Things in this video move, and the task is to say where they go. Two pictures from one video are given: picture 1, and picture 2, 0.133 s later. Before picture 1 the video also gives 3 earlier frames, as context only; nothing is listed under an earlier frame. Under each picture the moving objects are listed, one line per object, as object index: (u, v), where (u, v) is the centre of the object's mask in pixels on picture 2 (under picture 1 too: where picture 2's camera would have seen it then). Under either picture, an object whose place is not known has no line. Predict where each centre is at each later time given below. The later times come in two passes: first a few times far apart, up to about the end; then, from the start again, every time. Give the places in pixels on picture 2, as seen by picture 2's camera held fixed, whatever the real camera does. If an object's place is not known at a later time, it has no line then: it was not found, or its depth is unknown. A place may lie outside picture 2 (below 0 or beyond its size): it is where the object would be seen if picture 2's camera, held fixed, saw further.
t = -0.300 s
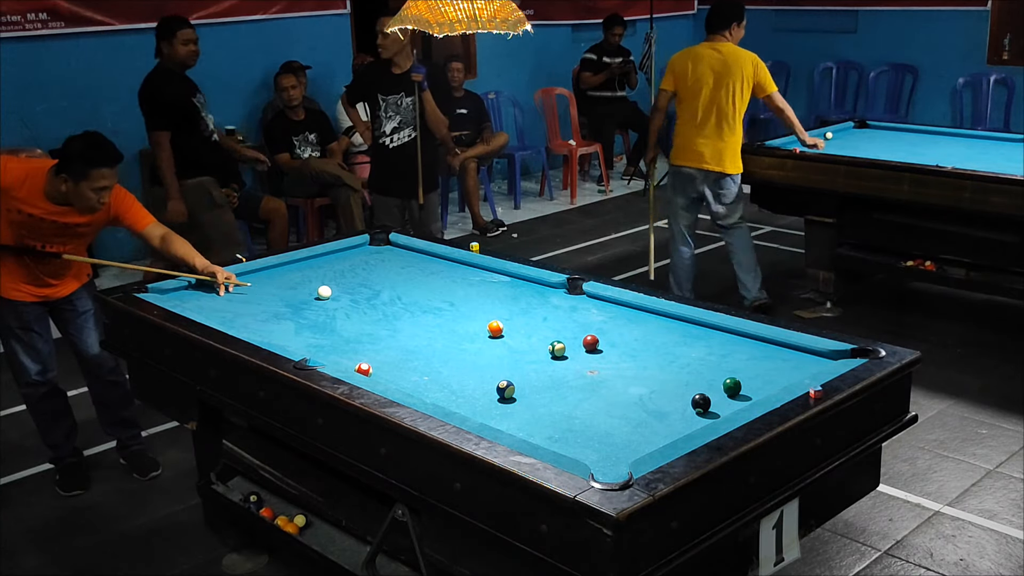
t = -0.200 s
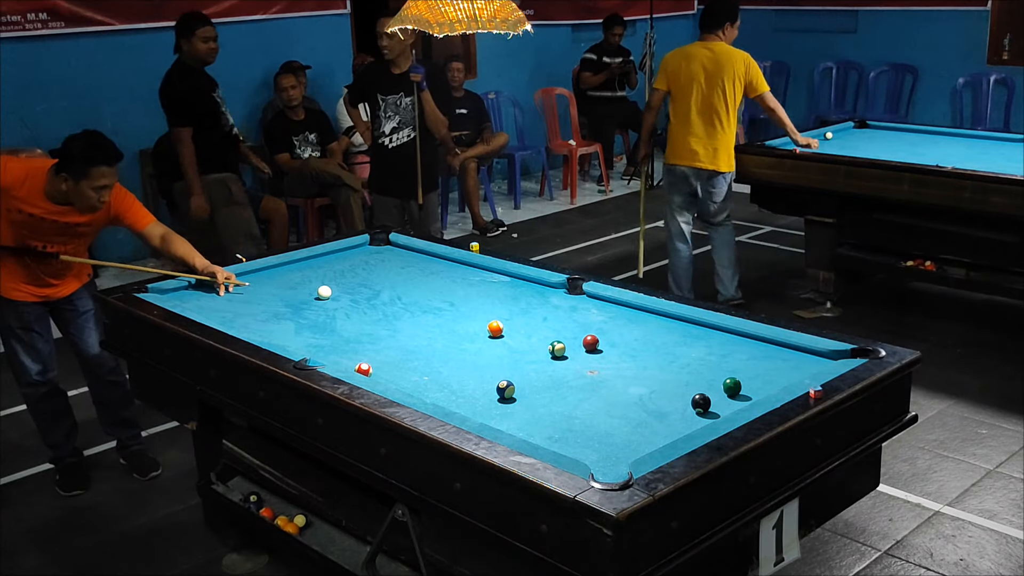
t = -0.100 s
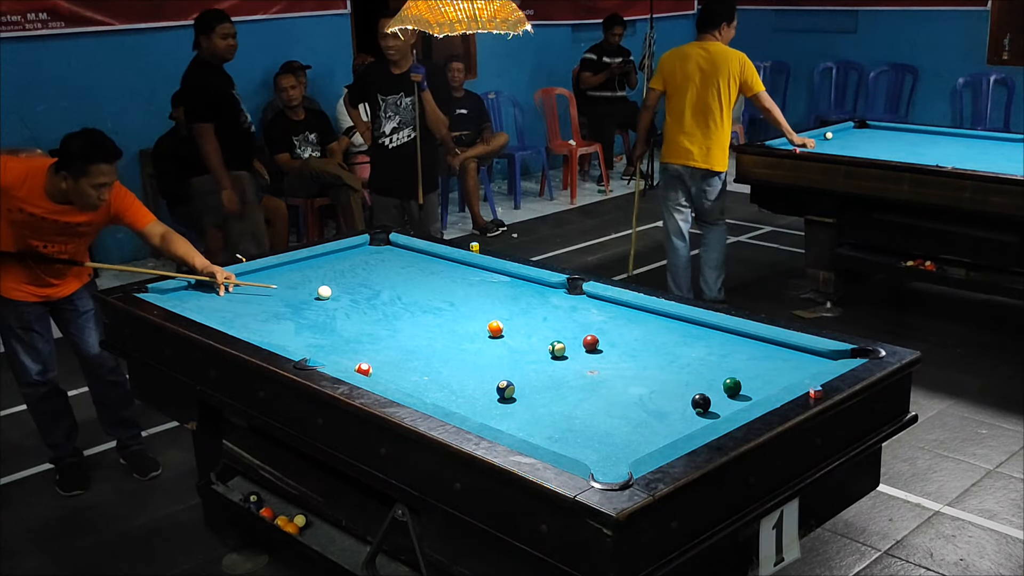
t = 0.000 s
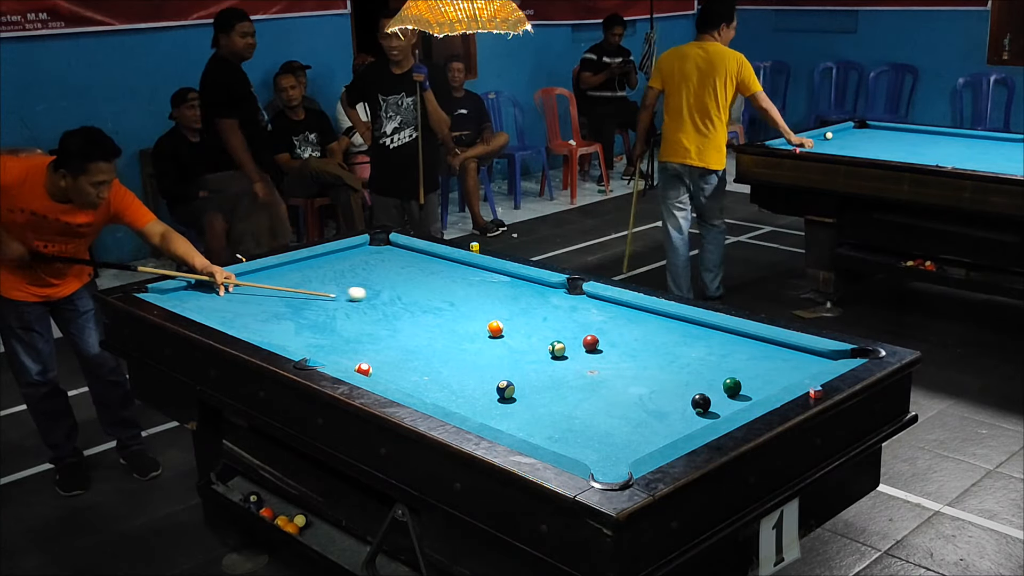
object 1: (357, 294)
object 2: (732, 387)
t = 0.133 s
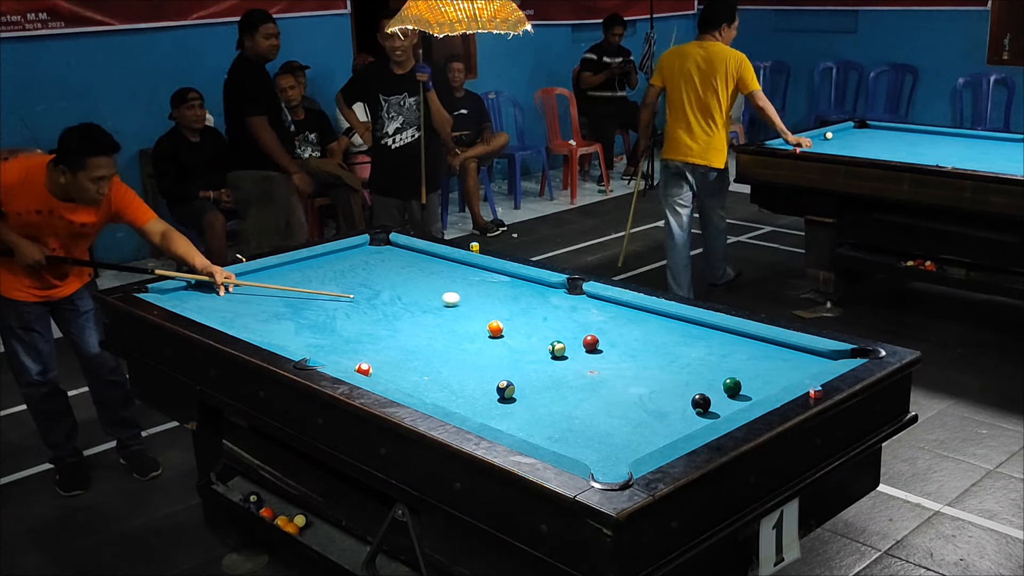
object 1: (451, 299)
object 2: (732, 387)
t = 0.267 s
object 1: (536, 304)
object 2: (732, 387)
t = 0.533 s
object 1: (682, 329)
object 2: (732, 387)
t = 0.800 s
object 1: (774, 384)
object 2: (732, 387)
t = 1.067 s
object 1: (726, 369)
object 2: (631, 395)
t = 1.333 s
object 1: (696, 353)
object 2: (526, 404)
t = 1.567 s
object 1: (674, 342)
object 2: (463, 404)
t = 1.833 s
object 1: (651, 331)
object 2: (480, 378)
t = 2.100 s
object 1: (633, 321)
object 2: (495, 357)
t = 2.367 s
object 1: (617, 312)
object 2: (508, 338)
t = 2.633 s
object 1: (605, 305)
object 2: (520, 322)
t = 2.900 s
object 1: (594, 298)
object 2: (530, 308)
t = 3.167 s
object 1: (583, 295)
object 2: (539, 295)
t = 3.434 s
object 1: (573, 294)
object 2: (548, 285)
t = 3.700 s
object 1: (566, 294)
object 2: (529, 289)
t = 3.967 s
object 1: (561, 294)
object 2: (512, 293)
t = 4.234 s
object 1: (559, 294)
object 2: (496, 297)
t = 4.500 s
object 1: (559, 294)
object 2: (483, 300)
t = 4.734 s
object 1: (559, 294)
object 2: (473, 303)
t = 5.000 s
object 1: (559, 294)
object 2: (463, 305)
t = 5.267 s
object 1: (559, 294)
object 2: (456, 307)
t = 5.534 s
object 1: (559, 294)
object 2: (450, 309)
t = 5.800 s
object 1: (559, 294)
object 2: (447, 311)
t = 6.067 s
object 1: (559, 294)
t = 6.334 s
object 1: (559, 294)
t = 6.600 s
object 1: (559, 294)
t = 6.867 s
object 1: (559, 294)
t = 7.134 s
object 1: (559, 294)
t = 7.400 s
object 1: (559, 294)
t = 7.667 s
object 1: (559, 294)
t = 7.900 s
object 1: (559, 294)
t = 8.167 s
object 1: (559, 294)
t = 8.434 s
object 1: (559, 294)
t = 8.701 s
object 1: (559, 294)
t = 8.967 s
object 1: (559, 294)
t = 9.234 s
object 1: (559, 294)
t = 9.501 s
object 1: (559, 294)
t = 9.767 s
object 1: (559, 294)
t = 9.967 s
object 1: (559, 294)
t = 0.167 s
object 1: (472, 300)
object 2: (732, 387)
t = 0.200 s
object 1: (493, 302)
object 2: (732, 387)
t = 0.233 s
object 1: (514, 303)
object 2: (732, 387)
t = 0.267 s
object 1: (536, 304)
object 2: (732, 387)
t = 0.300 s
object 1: (557, 306)
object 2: (732, 387)
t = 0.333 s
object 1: (579, 307)
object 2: (732, 387)
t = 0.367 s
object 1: (601, 308)
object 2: (732, 387)
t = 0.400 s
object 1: (623, 310)
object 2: (732, 387)
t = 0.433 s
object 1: (646, 311)
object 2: (732, 387)
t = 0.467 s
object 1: (661, 315)
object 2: (732, 387)
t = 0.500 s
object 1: (671, 322)
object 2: (732, 387)
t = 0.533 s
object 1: (682, 329)
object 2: (732, 387)
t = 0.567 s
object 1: (693, 336)
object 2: (732, 387)
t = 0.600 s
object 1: (705, 342)
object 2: (732, 387)
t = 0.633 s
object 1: (717, 350)
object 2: (732, 387)
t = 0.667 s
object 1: (729, 357)
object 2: (732, 387)
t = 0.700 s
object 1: (742, 365)
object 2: (732, 387)
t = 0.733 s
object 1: (756, 372)
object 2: (732, 387)
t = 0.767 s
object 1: (770, 381)
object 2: (732, 387)
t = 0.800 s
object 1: (774, 384)
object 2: (732, 387)
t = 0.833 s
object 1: (750, 382)
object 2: (731, 387)
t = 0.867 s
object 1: (748, 378)
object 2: (714, 388)
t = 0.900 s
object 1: (746, 377)
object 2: (698, 387)
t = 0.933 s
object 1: (743, 377)
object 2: (684, 391)
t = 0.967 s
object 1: (739, 375)
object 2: (671, 392)
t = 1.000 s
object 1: (734, 373)
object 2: (658, 393)
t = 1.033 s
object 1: (730, 371)
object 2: (644, 394)
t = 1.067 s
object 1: (726, 369)
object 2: (631, 395)
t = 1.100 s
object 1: (722, 367)
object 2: (618, 396)
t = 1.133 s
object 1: (718, 365)
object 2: (605, 397)
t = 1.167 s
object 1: (714, 363)
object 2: (592, 398)
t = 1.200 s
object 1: (711, 361)
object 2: (578, 400)
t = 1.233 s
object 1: (707, 359)
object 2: (565, 401)
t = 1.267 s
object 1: (703, 357)
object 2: (552, 402)
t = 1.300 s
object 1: (699, 355)
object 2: (539, 403)
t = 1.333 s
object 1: (696, 353)
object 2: (526, 404)
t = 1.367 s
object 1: (692, 352)
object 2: (513, 405)
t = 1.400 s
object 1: (689, 350)
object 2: (500, 406)
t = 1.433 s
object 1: (686, 349)
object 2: (487, 408)
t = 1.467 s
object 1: (683, 347)
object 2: (474, 408)
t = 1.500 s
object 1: (679, 345)
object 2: (462, 408)
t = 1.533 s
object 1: (676, 344)
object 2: (460, 405)
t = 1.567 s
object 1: (674, 342)
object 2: (463, 404)
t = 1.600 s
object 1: (670, 341)
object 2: (465, 401)
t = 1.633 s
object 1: (668, 339)
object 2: (467, 397)
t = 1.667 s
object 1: (665, 338)
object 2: (469, 394)
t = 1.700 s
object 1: (662, 336)
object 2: (472, 391)
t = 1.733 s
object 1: (659, 335)
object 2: (474, 387)
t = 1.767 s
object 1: (656, 333)
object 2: (476, 384)
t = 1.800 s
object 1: (654, 332)
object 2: (478, 381)
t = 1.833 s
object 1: (651, 331)
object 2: (480, 378)
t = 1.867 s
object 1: (649, 329)
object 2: (482, 375)
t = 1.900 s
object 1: (646, 328)
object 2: (484, 373)
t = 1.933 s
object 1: (644, 327)
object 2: (486, 370)
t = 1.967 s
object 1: (641, 326)
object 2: (488, 367)
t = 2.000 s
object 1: (639, 324)
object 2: (490, 364)
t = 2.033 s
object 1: (637, 323)
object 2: (492, 362)
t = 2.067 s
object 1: (635, 322)
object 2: (493, 359)
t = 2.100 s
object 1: (633, 321)
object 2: (495, 357)
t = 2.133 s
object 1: (631, 320)
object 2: (497, 354)
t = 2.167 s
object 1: (629, 318)
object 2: (499, 351)
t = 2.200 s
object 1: (627, 317)
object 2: (500, 350)
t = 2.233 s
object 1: (625, 316)
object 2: (502, 347)
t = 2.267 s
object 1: (623, 315)
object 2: (504, 345)
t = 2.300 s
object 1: (621, 314)
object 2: (505, 342)
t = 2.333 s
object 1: (619, 313)
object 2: (507, 340)
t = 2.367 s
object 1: (617, 312)
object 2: (508, 338)
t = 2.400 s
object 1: (616, 311)
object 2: (510, 336)
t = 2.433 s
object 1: (614, 310)
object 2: (511, 333)
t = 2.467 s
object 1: (612, 309)
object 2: (513, 332)
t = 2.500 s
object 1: (610, 308)
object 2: (514, 329)
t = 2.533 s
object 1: (609, 307)
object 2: (516, 327)
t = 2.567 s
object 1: (607, 306)
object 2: (517, 325)
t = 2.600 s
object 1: (606, 305)
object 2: (518, 324)
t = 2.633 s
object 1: (605, 305)
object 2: (520, 322)
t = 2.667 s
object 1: (603, 304)
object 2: (521, 320)
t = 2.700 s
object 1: (602, 303)
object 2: (522, 318)
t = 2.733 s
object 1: (600, 302)
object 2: (524, 316)
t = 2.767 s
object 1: (599, 301)
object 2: (525, 315)
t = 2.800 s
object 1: (598, 300)
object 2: (526, 313)
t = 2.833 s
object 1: (597, 299)
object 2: (527, 311)
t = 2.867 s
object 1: (595, 298)
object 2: (529, 309)
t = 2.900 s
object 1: (594, 298)
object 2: (530, 308)
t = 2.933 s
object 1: (593, 297)
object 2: (531, 306)
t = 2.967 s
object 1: (592, 296)
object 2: (532, 304)
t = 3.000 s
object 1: (590, 296)
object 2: (533, 303)
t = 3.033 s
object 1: (589, 296)
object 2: (534, 302)
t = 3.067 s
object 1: (587, 296)
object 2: (535, 300)
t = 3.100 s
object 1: (586, 296)
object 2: (536, 299)
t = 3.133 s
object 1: (584, 295)
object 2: (537, 297)
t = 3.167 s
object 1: (583, 295)
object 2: (539, 295)
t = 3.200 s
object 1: (582, 295)
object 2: (540, 294)
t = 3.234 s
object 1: (581, 295)
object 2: (541, 293)
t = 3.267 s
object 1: (580, 295)
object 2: (542, 292)
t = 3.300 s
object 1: (578, 295)
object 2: (543, 290)
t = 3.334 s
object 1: (577, 295)
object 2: (544, 289)
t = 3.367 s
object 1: (576, 295)
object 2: (545, 288)
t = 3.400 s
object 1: (575, 295)
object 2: (546, 286)
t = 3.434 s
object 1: (573, 294)
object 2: (548, 285)
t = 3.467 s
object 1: (572, 294)
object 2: (545, 285)
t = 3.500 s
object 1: (571, 294)
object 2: (543, 286)
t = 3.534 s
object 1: (570, 294)
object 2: (541, 286)
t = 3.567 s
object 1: (569, 294)
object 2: (538, 287)
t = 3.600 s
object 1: (568, 294)
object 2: (536, 288)
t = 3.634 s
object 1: (567, 294)
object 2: (534, 288)
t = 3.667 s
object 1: (566, 294)
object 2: (531, 289)
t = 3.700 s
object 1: (566, 294)
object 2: (529, 289)
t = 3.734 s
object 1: (565, 294)
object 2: (526, 289)
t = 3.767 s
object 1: (564, 294)
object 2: (524, 290)
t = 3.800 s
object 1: (563, 294)
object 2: (522, 290)
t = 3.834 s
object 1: (563, 294)
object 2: (520, 291)
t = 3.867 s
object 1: (562, 294)
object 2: (518, 291)
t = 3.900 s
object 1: (562, 294)
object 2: (516, 292)
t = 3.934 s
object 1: (561, 294)
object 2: (514, 292)
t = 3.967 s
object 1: (561, 294)
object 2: (512, 293)
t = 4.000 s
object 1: (560, 294)
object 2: (510, 293)
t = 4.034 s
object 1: (560, 294)
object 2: (508, 294)
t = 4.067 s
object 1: (560, 294)
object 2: (506, 294)
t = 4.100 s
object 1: (560, 294)
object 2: (504, 295)
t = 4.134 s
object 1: (560, 294)
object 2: (502, 295)
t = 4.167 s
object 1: (559, 294)
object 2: (500, 296)
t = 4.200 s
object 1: (559, 294)
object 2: (498, 296)
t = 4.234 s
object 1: (559, 294)
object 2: (496, 297)
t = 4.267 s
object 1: (559, 294)
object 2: (495, 297)
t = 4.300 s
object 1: (559, 294)
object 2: (493, 297)
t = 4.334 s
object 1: (559, 294)
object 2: (491, 298)
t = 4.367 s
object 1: (559, 294)
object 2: (490, 298)
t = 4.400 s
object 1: (559, 294)
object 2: (488, 299)
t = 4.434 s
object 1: (559, 294)
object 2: (486, 299)
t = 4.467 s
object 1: (559, 294)
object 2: (485, 300)
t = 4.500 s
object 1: (559, 294)
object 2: (483, 300)
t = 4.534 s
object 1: (559, 294)
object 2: (482, 301)
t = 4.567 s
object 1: (559, 294)
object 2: (480, 301)
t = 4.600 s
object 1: (559, 294)
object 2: (479, 301)
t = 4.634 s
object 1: (559, 294)
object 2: (477, 301)
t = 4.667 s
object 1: (559, 294)
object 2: (476, 302)
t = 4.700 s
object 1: (559, 294)
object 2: (474, 302)
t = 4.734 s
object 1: (559, 294)
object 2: (473, 303)
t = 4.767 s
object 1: (559, 294)
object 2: (472, 303)
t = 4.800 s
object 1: (559, 294)
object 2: (470, 303)
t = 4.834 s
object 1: (559, 294)
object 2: (469, 303)
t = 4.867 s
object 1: (559, 294)
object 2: (468, 304)
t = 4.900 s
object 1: (559, 294)
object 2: (467, 304)
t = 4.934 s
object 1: (559, 294)
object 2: (466, 305)
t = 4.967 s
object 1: (559, 294)
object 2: (464, 305)
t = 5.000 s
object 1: (559, 294)
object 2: (463, 305)
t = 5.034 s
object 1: (559, 294)
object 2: (462, 305)
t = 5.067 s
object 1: (559, 294)
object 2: (461, 306)
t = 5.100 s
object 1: (559, 294)
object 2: (460, 306)
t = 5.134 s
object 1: (559, 294)
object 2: (460, 306)
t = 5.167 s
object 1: (559, 294)
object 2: (459, 306)
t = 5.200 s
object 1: (559, 294)
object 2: (458, 307)
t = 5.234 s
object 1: (559, 294)
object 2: (457, 307)
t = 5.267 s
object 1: (559, 294)
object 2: (456, 307)
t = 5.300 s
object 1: (559, 294)
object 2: (455, 308)
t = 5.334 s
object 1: (559, 294)
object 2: (455, 308)
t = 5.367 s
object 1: (559, 294)
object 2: (454, 308)
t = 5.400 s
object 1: (559, 294)
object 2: (453, 308)
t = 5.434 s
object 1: (559, 294)
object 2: (452, 309)
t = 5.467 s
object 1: (559, 294)
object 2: (452, 309)
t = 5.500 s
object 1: (559, 294)
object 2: (451, 309)
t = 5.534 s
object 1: (559, 294)
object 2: (450, 309)
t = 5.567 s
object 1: (559, 294)
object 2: (450, 309)
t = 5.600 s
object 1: (559, 294)
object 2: (449, 310)
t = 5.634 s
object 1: (559, 294)
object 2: (449, 310)
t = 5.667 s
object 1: (559, 294)
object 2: (448, 310)
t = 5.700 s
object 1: (559, 294)
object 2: (448, 310)
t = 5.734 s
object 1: (559, 294)
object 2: (447, 310)
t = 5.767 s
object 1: (559, 294)
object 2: (447, 310)
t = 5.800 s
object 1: (559, 294)
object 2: (447, 311)
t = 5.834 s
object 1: (559, 294)
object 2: (446, 311)
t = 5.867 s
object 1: (559, 294)
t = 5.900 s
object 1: (559, 294)
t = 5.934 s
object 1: (559, 294)
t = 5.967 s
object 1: (559, 294)
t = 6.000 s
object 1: (559, 294)
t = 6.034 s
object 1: (559, 294)
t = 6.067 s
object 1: (559, 294)
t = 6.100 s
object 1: (559, 294)
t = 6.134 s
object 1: (559, 294)
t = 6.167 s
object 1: (559, 294)
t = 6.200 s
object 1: (559, 294)
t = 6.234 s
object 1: (559, 294)
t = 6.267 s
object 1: (559, 294)
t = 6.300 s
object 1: (559, 294)
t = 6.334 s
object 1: (559, 294)
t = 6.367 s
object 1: (559, 294)
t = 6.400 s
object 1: (559, 294)
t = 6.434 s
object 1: (559, 294)
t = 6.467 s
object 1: (559, 294)
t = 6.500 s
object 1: (559, 294)
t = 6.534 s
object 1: (559, 294)
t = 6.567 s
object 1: (559, 294)
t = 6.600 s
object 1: (559, 294)
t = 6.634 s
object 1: (559, 294)
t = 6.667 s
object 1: (559, 294)
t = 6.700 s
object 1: (559, 294)
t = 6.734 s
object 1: (559, 294)
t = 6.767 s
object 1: (559, 294)
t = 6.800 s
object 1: (559, 294)
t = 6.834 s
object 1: (559, 294)
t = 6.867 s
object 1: (559, 294)
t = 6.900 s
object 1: (559, 294)
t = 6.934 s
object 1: (559, 294)
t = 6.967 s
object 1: (559, 294)
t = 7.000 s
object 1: (559, 294)
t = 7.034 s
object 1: (559, 294)
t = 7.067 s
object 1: (559, 294)
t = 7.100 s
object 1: (559, 294)
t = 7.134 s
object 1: (559, 294)
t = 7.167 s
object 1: (559, 294)
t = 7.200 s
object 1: (559, 294)
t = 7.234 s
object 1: (559, 294)
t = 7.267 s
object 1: (559, 294)
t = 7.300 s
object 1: (559, 294)
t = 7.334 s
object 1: (559, 294)
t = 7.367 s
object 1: (559, 294)
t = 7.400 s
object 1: (559, 294)
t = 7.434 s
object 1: (559, 294)
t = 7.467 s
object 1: (559, 294)
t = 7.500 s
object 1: (559, 294)
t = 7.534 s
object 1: (559, 294)
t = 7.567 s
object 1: (559, 294)
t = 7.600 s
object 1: (559, 294)
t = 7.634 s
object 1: (559, 294)
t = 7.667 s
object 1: (559, 294)
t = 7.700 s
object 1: (559, 294)
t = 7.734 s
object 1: (559, 294)
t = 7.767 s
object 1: (559, 294)
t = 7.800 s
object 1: (559, 294)
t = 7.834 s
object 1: (559, 294)
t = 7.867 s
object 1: (559, 294)
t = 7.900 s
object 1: (559, 294)
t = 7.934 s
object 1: (559, 294)
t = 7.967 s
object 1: (559, 294)
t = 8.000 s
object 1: (559, 294)
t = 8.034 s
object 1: (559, 294)
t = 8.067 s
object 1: (559, 294)
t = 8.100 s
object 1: (559, 294)
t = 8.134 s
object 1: (559, 294)
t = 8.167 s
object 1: (559, 294)
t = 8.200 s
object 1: (559, 294)
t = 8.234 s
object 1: (559, 294)
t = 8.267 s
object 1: (559, 294)
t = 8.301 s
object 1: (559, 294)
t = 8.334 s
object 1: (559, 294)
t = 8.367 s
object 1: (559, 294)
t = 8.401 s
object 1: (559, 294)
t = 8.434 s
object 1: (559, 294)
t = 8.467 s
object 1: (559, 294)
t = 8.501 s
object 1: (559, 294)
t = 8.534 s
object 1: (559, 294)
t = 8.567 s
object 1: (559, 294)
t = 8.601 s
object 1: (559, 294)
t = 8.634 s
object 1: (559, 294)
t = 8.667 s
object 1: (559, 294)
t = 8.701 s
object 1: (559, 294)
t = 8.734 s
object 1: (559, 294)
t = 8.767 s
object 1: (559, 294)
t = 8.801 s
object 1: (559, 294)
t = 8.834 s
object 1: (559, 294)
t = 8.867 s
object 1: (559, 294)
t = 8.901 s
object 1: (559, 294)
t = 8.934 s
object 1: (559, 294)
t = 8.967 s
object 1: (559, 294)
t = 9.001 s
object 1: (559, 294)
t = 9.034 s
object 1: (559, 294)
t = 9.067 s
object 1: (559, 294)
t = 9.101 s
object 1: (559, 294)
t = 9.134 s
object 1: (559, 294)
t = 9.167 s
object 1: (559, 294)
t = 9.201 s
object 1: (559, 294)
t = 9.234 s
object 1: (559, 294)
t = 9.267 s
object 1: (559, 294)
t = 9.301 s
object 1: (559, 294)
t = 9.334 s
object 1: (559, 294)
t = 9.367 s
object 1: (559, 294)
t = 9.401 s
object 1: (559, 294)
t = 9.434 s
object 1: (559, 294)
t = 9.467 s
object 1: (559, 294)
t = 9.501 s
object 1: (559, 294)
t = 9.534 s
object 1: (559, 294)
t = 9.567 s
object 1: (559, 294)
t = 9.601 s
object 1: (559, 294)
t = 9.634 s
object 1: (559, 294)
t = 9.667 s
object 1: (559, 294)
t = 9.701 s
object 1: (559, 294)
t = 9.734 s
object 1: (559, 294)
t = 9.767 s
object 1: (559, 294)
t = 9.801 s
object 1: (559, 294)
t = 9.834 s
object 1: (559, 294)
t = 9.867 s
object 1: (559, 294)
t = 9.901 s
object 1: (559, 294)
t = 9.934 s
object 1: (559, 294)
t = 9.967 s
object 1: (559, 294)
